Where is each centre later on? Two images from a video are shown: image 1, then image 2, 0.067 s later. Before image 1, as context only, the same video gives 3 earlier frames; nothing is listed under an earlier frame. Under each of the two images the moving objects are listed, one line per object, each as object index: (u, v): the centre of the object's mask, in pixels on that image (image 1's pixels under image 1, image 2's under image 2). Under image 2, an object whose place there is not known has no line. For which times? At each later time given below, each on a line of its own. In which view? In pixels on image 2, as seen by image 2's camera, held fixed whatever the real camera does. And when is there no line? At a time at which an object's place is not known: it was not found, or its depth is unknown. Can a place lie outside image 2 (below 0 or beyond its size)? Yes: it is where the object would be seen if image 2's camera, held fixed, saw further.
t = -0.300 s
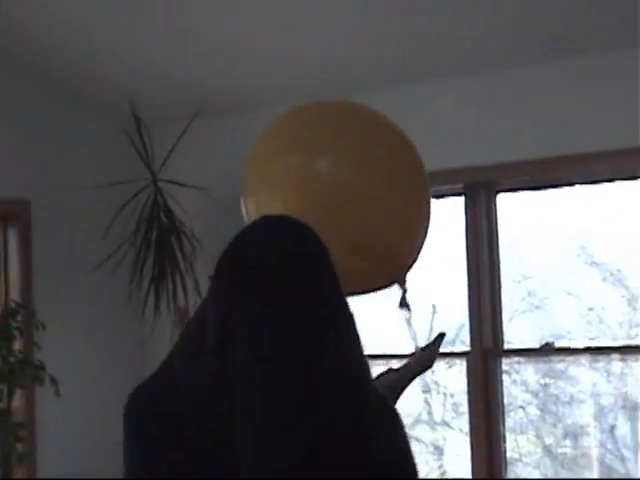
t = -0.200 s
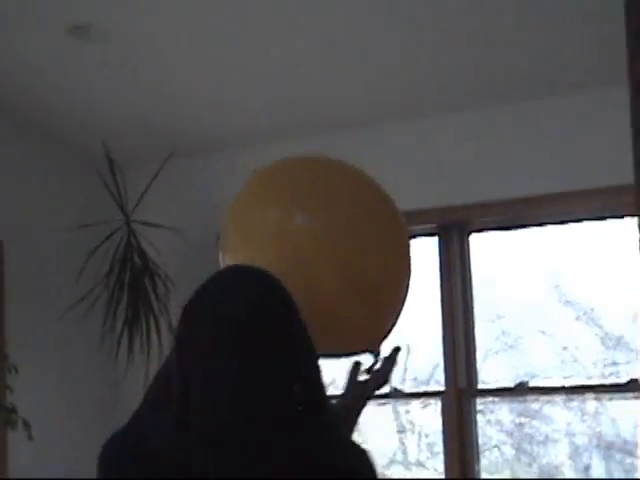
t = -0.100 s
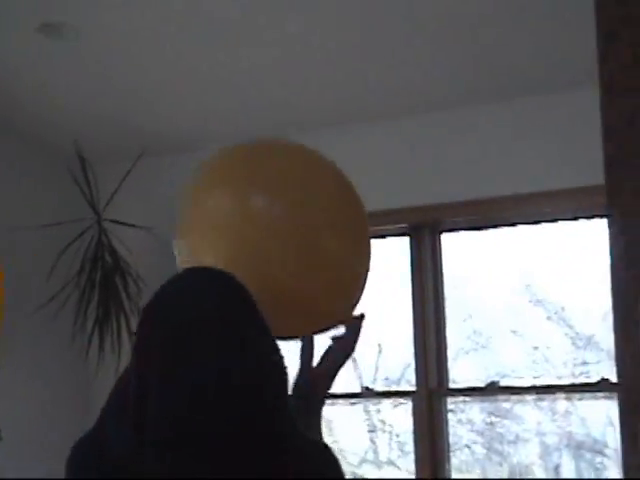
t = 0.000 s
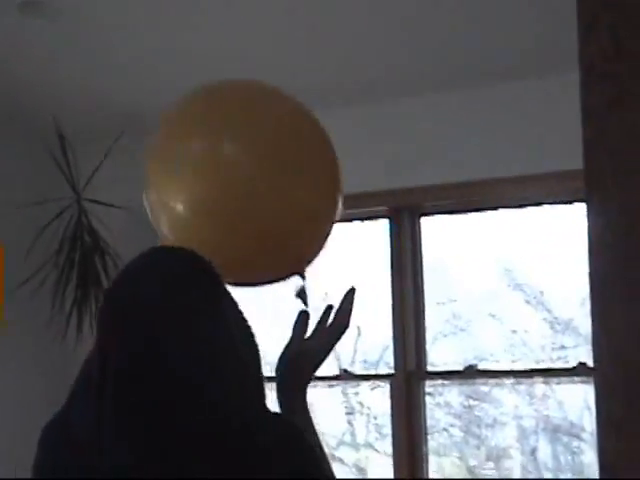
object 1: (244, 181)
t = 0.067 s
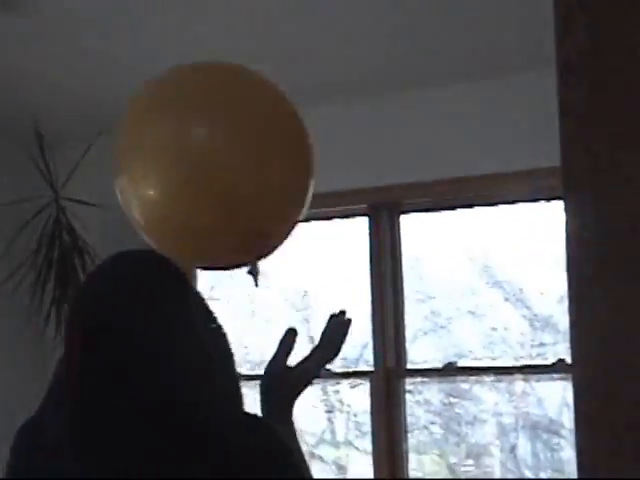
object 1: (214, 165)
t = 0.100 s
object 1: (211, 160)
